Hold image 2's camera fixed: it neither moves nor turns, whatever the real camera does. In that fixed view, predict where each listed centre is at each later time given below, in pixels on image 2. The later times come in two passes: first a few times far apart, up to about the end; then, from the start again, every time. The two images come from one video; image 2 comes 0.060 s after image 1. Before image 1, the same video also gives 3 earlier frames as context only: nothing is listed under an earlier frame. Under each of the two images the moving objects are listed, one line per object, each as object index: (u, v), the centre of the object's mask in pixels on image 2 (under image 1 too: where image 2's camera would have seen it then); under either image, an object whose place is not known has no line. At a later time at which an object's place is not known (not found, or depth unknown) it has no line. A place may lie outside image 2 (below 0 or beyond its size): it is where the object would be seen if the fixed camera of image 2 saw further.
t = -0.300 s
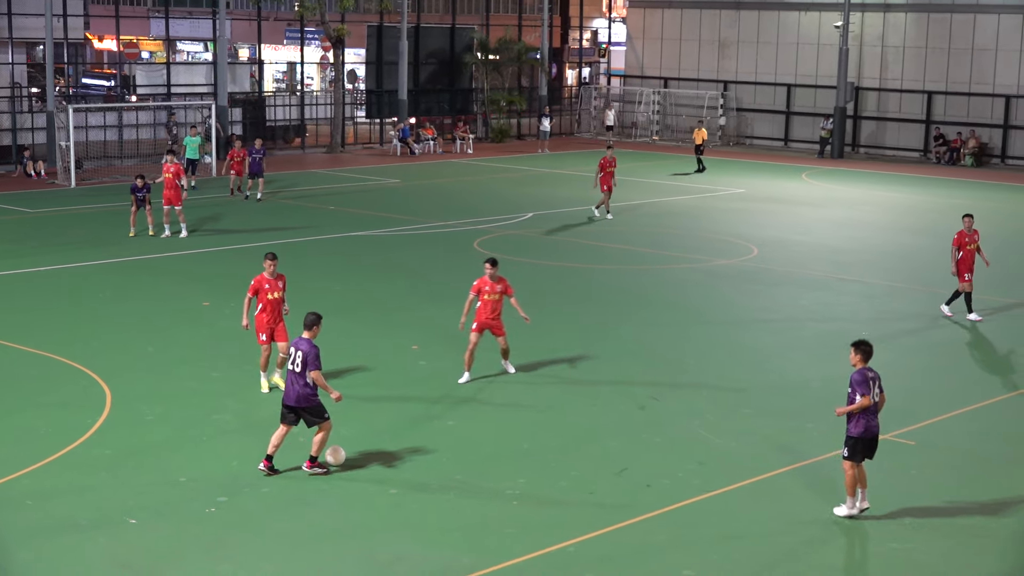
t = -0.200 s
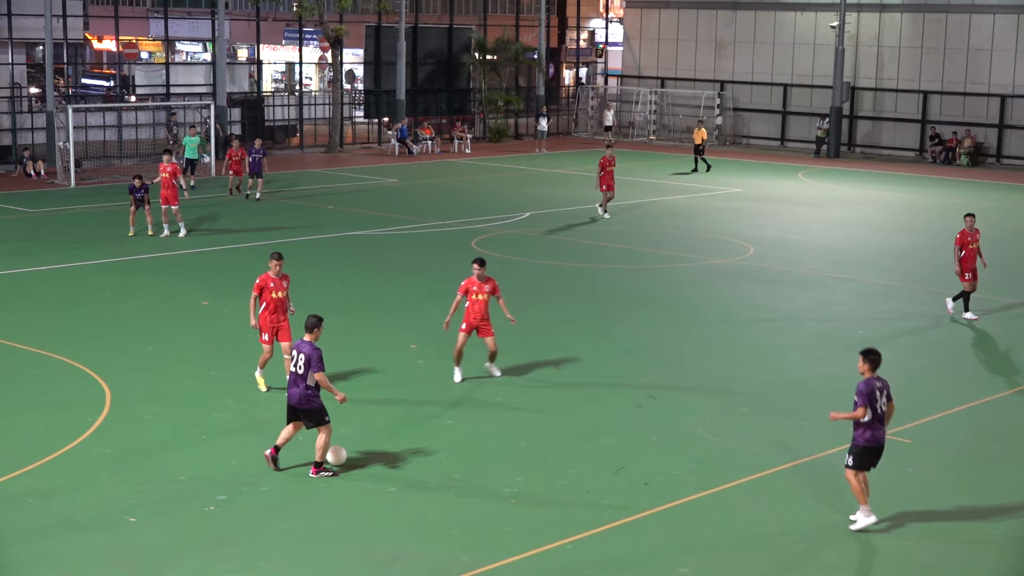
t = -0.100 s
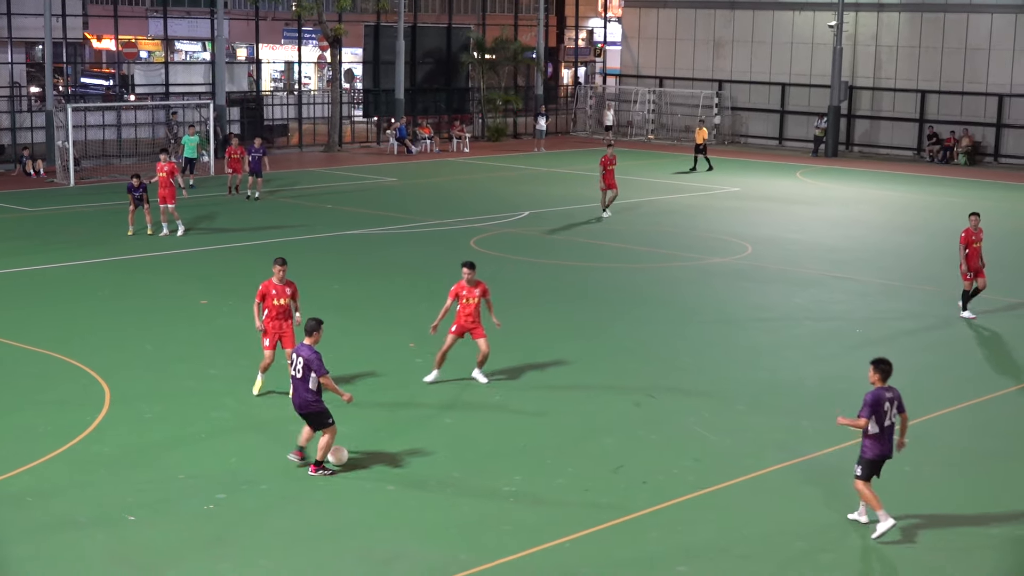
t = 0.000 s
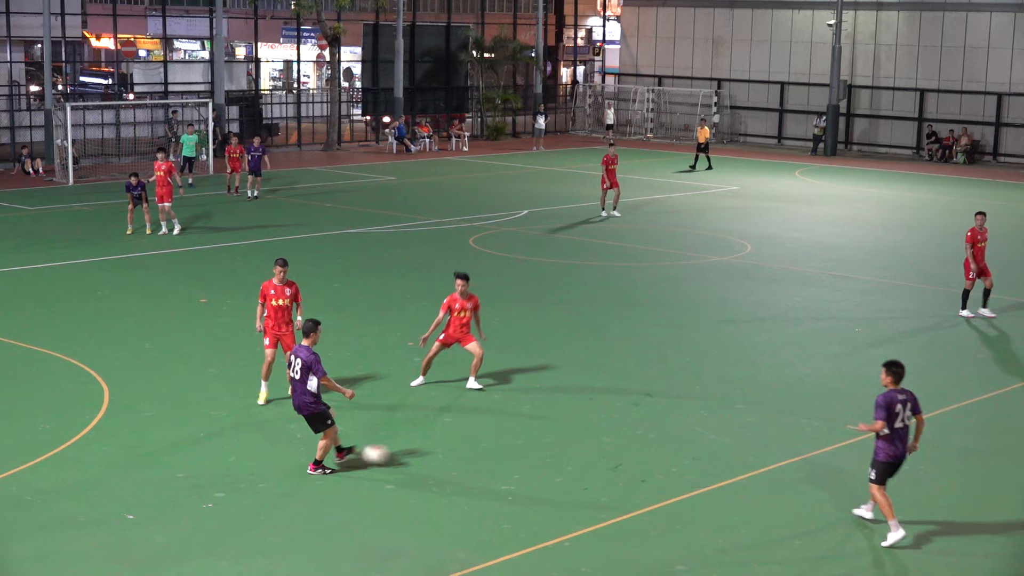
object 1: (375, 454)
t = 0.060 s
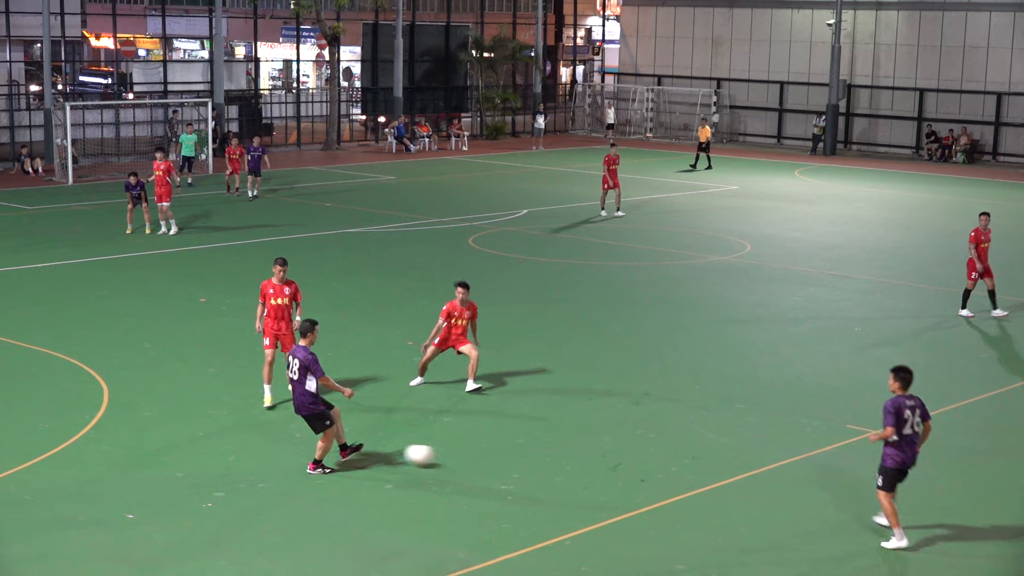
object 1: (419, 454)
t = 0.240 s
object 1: (543, 461)
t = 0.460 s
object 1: (665, 465)
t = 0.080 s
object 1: (434, 455)
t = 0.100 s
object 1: (449, 457)
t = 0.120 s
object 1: (464, 459)
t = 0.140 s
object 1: (478, 459)
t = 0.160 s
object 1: (491, 459)
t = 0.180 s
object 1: (504, 459)
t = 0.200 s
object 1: (517, 459)
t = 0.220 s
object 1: (530, 460)
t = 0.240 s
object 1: (543, 461)
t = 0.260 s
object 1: (555, 462)
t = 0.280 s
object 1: (567, 462)
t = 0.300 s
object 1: (578, 461)
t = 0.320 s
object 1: (589, 462)
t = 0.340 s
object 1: (600, 462)
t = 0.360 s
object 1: (611, 462)
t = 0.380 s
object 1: (623, 463)
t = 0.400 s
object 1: (634, 465)
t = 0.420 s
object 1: (646, 466)
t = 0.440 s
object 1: (656, 466)
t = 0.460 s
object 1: (665, 465)
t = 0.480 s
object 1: (674, 465)
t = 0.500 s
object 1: (684, 464)
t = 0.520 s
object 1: (693, 465)
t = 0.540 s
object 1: (703, 465)
